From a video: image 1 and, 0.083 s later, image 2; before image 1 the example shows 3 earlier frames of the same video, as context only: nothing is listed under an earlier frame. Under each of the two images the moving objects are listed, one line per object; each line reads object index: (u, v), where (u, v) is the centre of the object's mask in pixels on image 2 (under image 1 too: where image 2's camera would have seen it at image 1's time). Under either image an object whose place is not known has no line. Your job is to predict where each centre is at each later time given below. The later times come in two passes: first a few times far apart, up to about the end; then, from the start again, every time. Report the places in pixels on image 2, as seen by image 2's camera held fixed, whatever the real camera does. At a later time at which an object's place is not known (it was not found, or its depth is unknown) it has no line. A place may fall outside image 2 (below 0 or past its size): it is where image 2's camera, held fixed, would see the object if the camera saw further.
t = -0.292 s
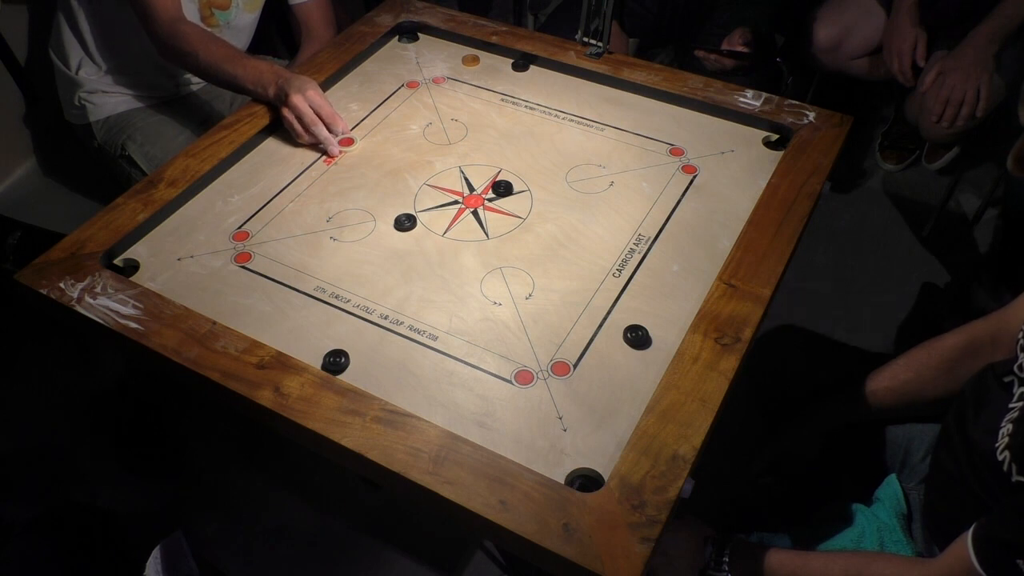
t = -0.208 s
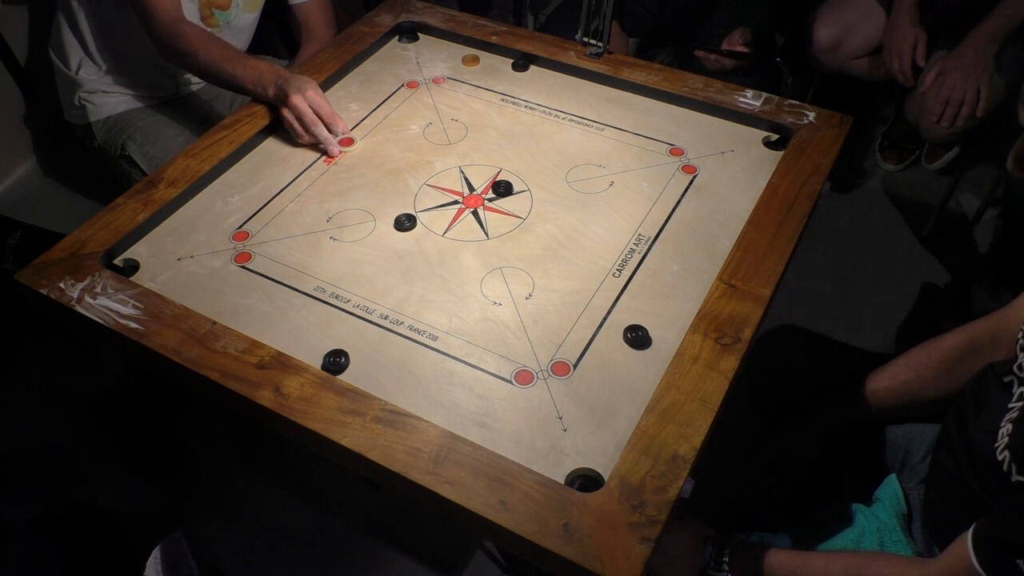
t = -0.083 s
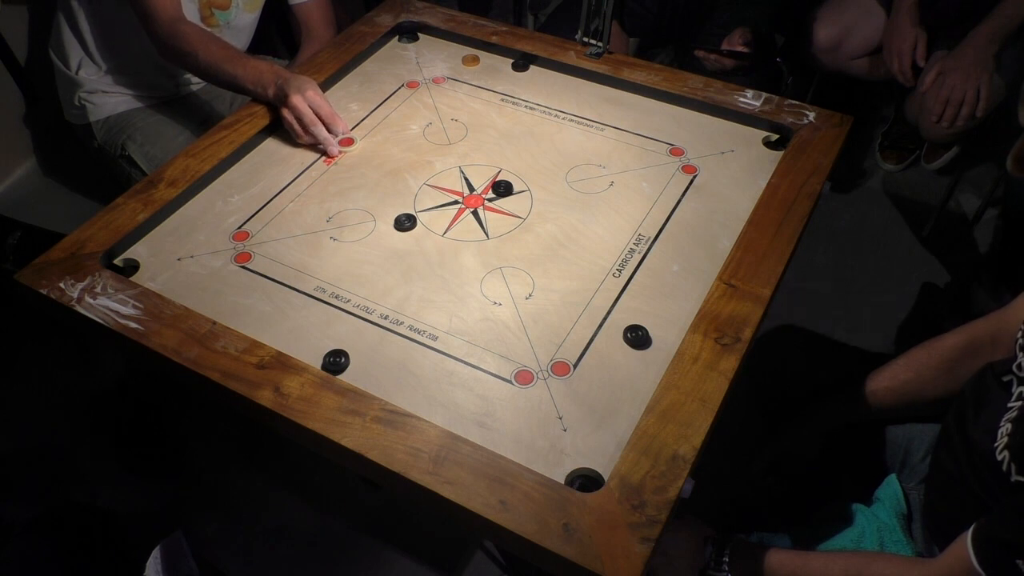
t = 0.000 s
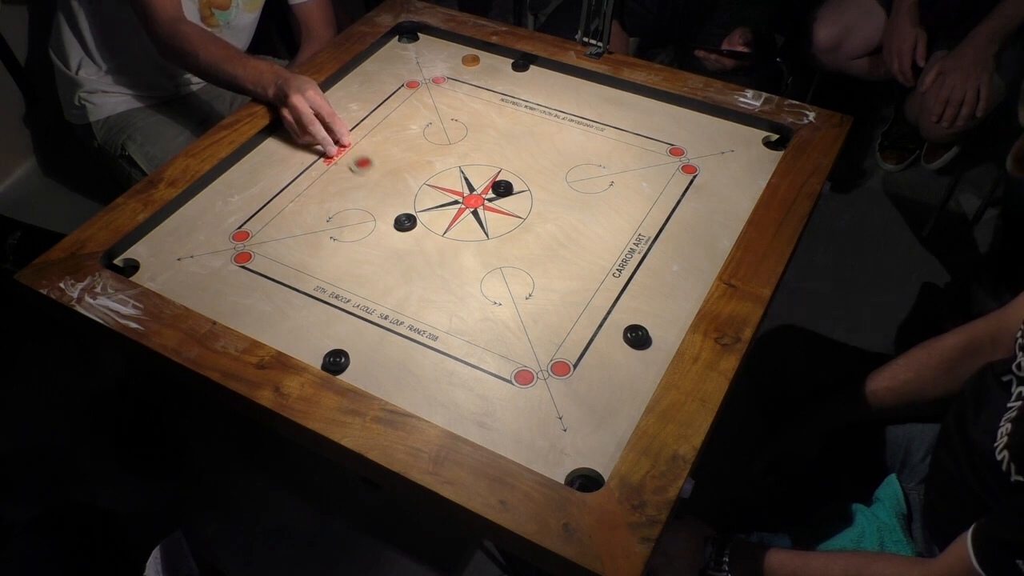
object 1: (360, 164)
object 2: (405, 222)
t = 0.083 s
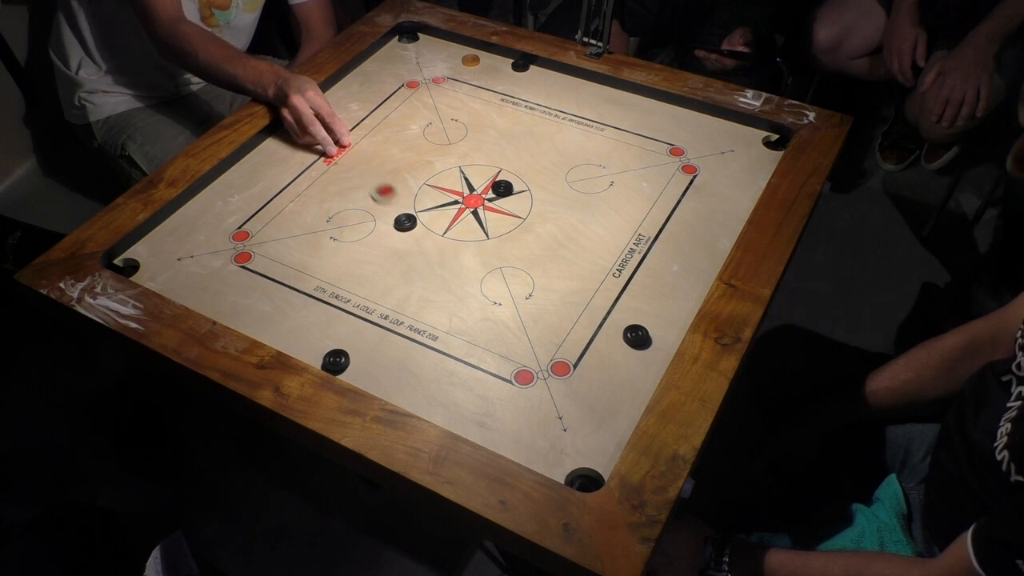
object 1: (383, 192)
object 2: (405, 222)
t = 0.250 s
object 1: (415, 228)
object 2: (443, 283)
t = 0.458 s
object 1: (437, 252)
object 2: (505, 383)
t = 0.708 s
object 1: (443, 259)
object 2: (571, 476)
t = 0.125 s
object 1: (394, 206)
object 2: (405, 223)
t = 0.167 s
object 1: (402, 215)
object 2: (418, 242)
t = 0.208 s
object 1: (408, 221)
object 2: (430, 263)
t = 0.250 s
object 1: (415, 228)
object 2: (443, 283)
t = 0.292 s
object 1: (420, 234)
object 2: (455, 303)
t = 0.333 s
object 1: (425, 239)
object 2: (468, 324)
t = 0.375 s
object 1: (430, 244)
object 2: (480, 344)
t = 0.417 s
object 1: (434, 249)
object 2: (493, 363)
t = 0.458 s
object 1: (437, 252)
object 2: (505, 383)
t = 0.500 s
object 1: (440, 255)
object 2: (516, 403)
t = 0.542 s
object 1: (441, 257)
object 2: (528, 422)
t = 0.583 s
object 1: (443, 258)
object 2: (539, 441)
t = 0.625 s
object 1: (443, 259)
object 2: (549, 458)
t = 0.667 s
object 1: (443, 259)
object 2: (558, 470)
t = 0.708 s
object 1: (443, 259)
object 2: (571, 476)
